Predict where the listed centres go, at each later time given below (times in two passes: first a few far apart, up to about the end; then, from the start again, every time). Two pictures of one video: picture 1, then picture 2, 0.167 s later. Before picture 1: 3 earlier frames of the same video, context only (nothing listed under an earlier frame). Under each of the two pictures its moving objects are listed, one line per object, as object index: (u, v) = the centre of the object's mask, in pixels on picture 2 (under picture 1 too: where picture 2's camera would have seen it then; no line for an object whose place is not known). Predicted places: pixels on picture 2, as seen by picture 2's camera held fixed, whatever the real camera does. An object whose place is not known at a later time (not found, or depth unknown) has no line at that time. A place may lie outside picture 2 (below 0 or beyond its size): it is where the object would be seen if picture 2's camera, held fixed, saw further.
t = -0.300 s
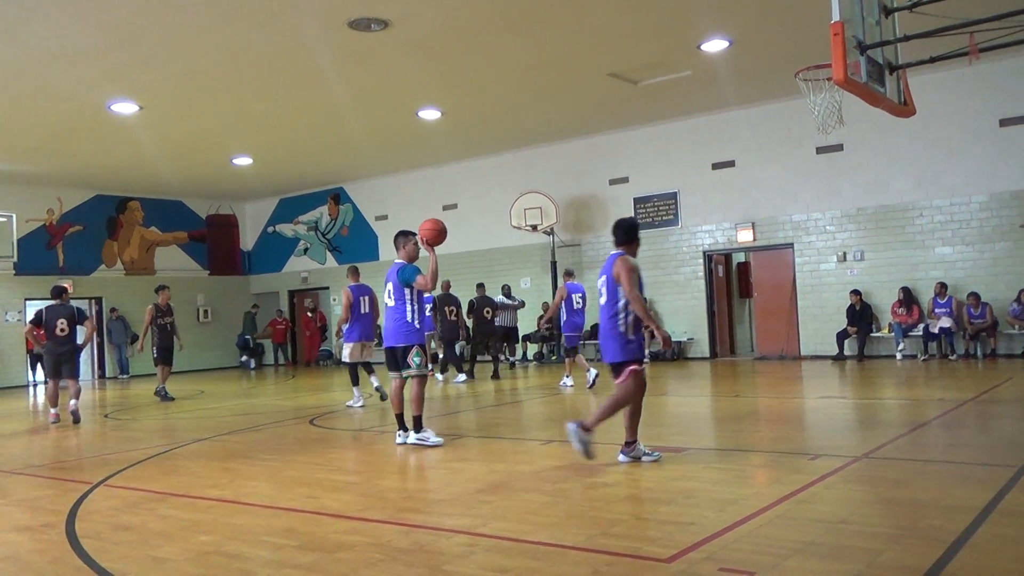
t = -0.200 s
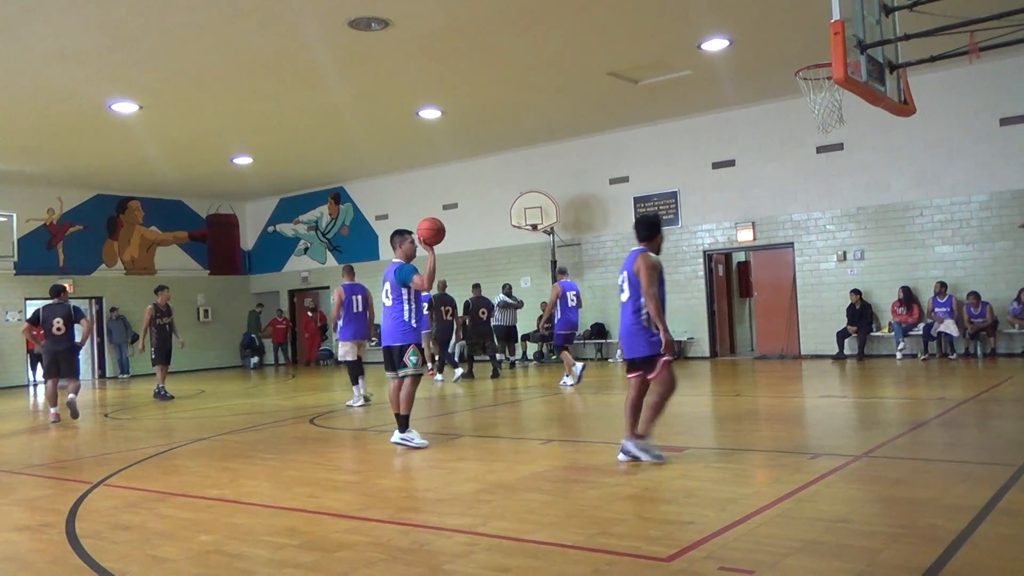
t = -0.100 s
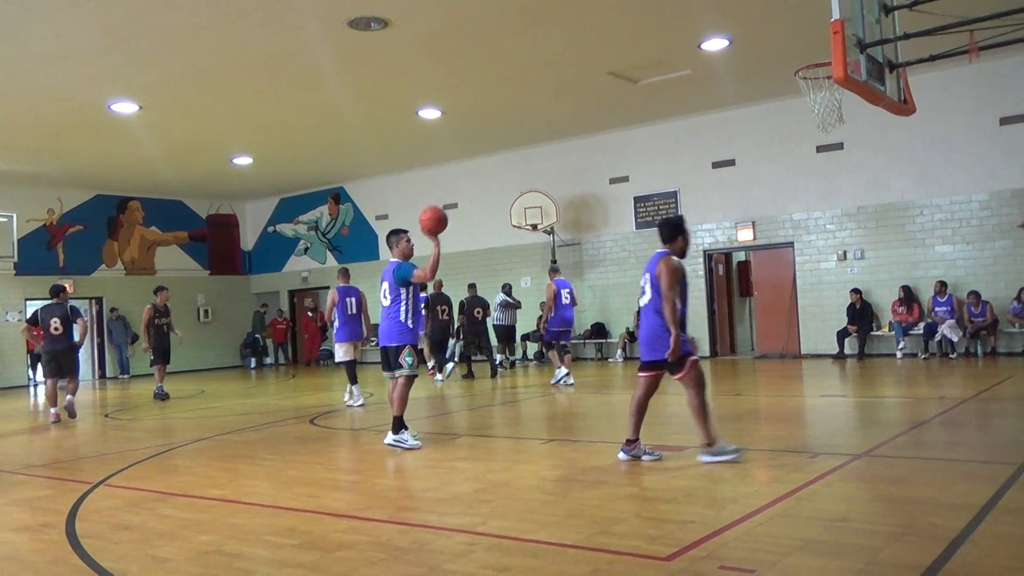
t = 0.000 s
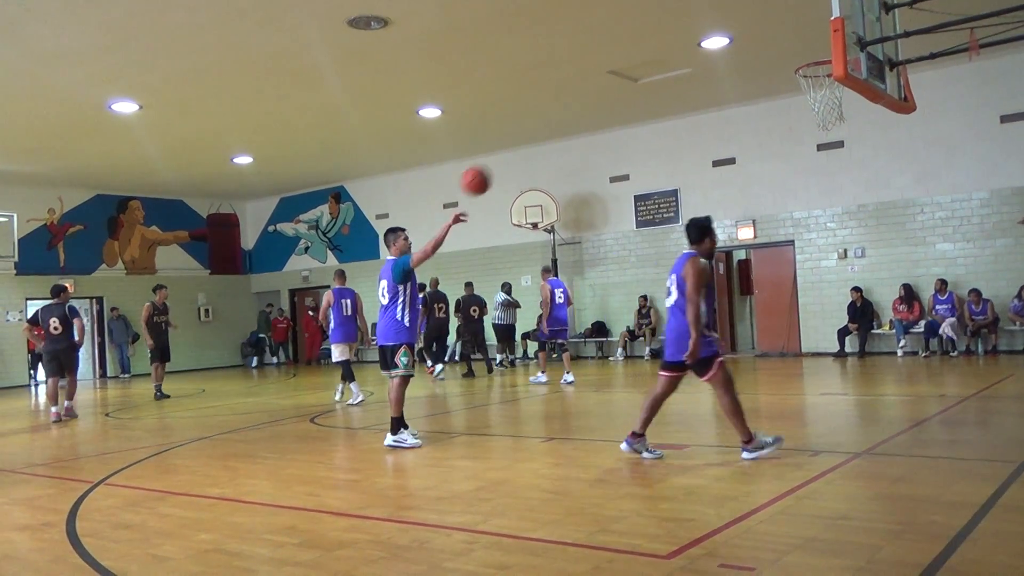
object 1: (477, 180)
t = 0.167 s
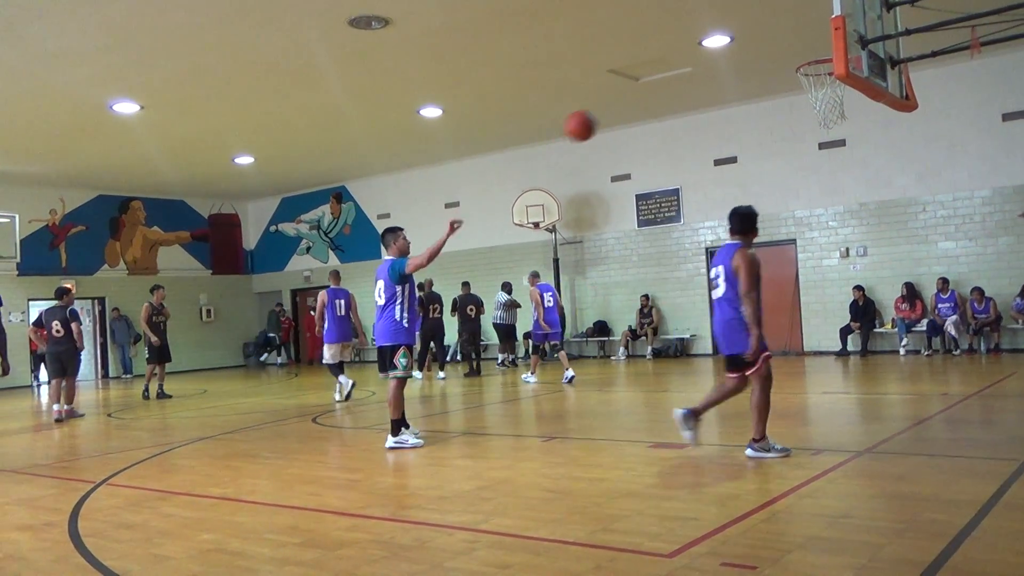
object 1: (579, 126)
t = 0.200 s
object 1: (602, 119)
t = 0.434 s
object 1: (772, 106)
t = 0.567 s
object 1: (883, 134)
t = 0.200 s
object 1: (602, 119)
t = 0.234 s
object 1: (624, 113)
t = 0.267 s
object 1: (648, 108)
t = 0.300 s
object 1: (672, 105)
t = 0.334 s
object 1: (696, 103)
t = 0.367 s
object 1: (721, 103)
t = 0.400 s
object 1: (747, 103)
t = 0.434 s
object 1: (772, 106)
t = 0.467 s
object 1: (799, 111)
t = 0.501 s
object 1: (826, 117)
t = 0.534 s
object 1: (854, 124)
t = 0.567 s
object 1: (883, 134)
